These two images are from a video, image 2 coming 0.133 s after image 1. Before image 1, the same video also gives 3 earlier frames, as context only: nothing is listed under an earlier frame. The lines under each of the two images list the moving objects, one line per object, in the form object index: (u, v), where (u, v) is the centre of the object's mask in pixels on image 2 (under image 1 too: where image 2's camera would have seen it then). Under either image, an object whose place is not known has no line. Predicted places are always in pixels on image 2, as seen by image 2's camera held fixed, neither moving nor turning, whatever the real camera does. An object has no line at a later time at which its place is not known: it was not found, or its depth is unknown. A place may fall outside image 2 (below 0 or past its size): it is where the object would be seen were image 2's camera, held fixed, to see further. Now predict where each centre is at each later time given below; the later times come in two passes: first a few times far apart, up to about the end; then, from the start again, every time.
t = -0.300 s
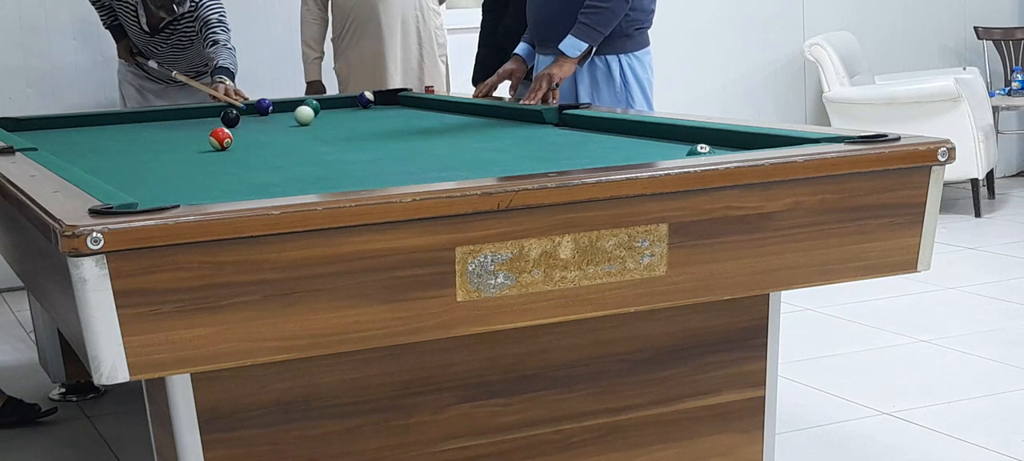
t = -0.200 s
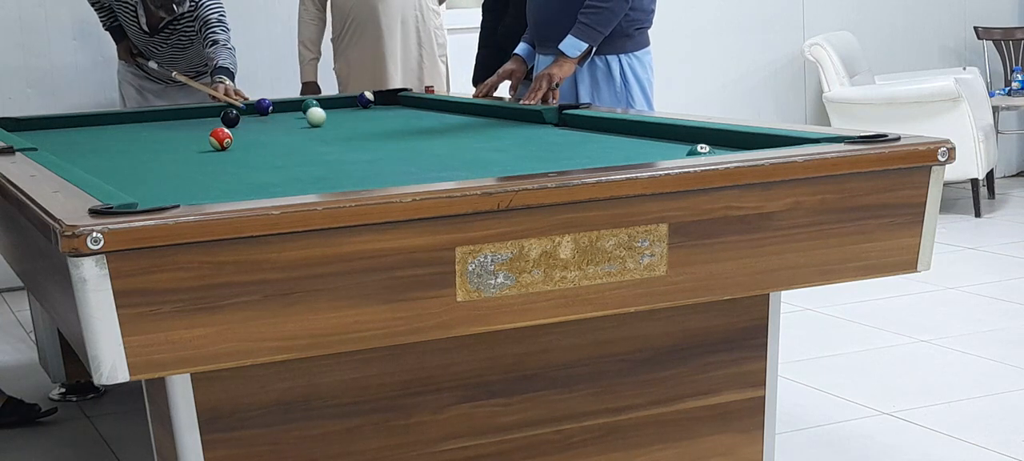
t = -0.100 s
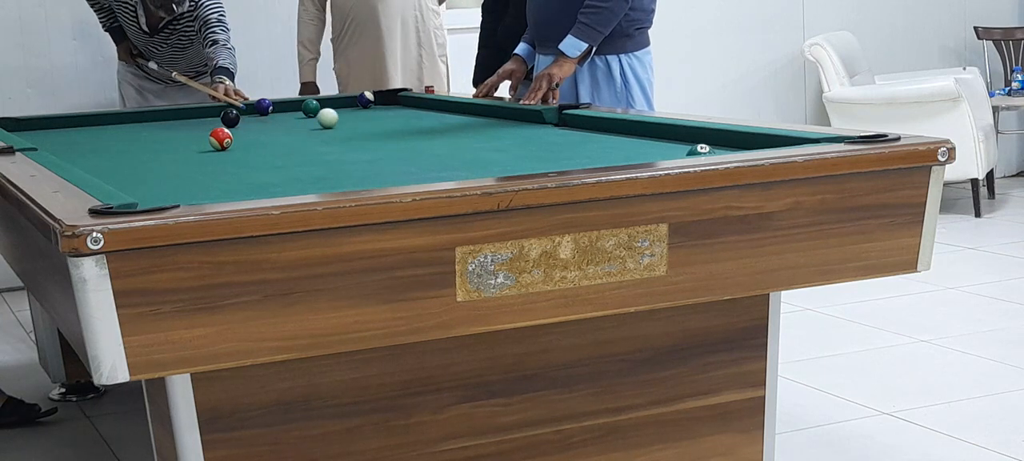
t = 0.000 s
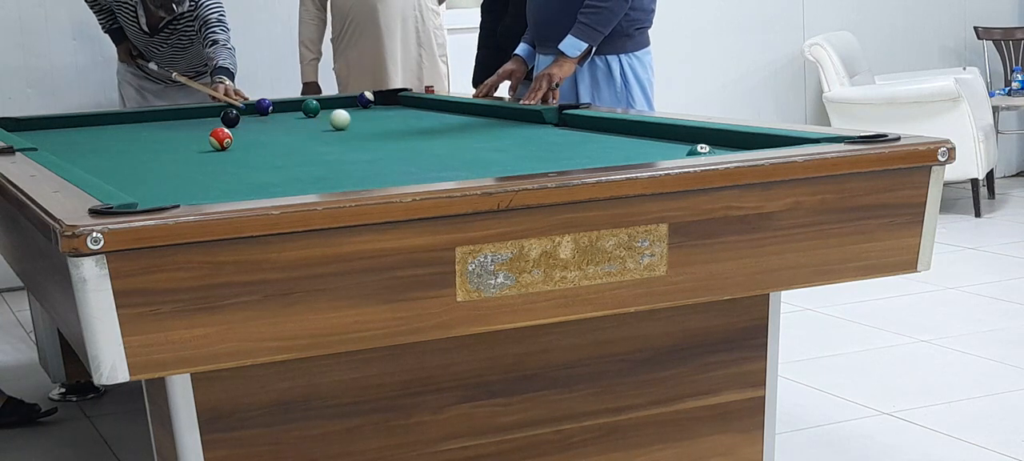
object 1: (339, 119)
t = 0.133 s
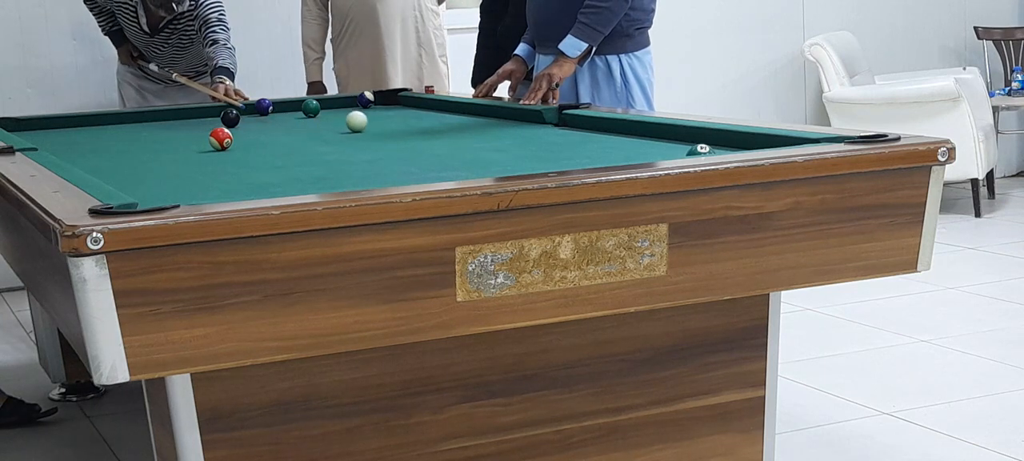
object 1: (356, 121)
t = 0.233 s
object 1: (369, 123)
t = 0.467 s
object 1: (400, 126)
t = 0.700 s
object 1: (433, 130)
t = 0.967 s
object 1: (471, 134)
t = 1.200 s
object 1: (507, 138)
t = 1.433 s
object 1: (544, 142)
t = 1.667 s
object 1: (583, 147)
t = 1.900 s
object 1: (625, 150)
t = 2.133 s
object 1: (669, 151)
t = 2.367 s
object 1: (681, 150)
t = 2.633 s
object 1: (677, 151)
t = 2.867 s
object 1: (675, 150)
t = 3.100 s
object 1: (674, 150)
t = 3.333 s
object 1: (673, 150)
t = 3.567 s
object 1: (673, 150)
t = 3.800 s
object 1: (674, 150)
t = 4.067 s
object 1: (673, 150)
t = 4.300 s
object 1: (673, 150)
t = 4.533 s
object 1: (673, 150)
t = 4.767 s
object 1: (673, 150)
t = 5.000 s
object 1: (673, 150)
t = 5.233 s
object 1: (673, 150)
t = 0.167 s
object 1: (360, 122)
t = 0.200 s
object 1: (365, 122)
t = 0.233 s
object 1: (369, 123)
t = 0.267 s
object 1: (373, 123)
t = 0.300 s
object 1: (377, 124)
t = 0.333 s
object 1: (382, 124)
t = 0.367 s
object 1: (386, 125)
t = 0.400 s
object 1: (391, 125)
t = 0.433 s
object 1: (395, 126)
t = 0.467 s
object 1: (400, 126)
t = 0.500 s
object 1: (405, 127)
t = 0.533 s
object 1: (409, 127)
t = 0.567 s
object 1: (413, 128)
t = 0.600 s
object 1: (418, 128)
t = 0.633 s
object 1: (423, 129)
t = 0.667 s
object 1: (427, 129)
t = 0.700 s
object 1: (433, 130)
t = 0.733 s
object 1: (437, 130)
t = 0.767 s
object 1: (442, 131)
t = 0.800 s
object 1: (447, 131)
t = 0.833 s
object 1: (451, 132)
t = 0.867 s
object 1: (456, 133)
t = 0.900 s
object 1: (461, 133)
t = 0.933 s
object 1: (466, 134)
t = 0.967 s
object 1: (471, 134)
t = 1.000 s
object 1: (476, 135)
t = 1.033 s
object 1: (481, 135)
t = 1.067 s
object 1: (486, 136)
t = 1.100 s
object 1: (491, 136)
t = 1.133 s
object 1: (496, 137)
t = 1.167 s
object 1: (502, 137)
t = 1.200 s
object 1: (507, 138)
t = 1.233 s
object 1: (512, 139)
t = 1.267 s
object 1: (517, 139)
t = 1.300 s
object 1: (523, 140)
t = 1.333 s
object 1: (528, 141)
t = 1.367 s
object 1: (533, 141)
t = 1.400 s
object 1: (539, 142)
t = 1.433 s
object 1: (544, 142)
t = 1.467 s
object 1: (549, 143)
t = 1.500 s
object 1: (555, 143)
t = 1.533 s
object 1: (561, 144)
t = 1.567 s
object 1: (566, 145)
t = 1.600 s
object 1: (572, 145)
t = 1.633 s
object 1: (578, 146)
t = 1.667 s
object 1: (583, 147)
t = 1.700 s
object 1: (589, 147)
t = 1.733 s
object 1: (595, 148)
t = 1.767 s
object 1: (601, 148)
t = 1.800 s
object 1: (607, 149)
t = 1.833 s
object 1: (613, 149)
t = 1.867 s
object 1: (619, 149)
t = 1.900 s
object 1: (625, 150)
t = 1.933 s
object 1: (631, 150)
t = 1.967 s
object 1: (637, 150)
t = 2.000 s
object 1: (644, 150)
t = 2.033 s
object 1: (650, 150)
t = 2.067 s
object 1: (656, 151)
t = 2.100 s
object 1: (662, 151)
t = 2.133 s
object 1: (669, 151)
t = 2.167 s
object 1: (674, 150)
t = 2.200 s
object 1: (679, 150)
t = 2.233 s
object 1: (681, 150)
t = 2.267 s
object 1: (682, 150)
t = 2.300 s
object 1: (681, 150)
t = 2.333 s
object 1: (681, 150)
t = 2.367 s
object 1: (681, 150)
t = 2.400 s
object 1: (681, 150)
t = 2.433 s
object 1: (680, 150)
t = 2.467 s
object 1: (680, 150)
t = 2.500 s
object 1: (679, 150)
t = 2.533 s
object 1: (679, 151)
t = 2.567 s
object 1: (679, 151)
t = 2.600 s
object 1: (679, 150)
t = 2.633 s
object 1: (677, 151)
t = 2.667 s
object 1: (677, 151)
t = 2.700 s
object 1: (676, 150)
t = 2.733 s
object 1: (676, 151)
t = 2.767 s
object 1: (676, 150)
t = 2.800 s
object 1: (675, 150)
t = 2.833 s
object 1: (675, 150)
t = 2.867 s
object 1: (675, 150)
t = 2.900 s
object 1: (674, 150)
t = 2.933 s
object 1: (674, 150)
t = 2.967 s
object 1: (674, 150)
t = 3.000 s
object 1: (674, 150)
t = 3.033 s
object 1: (674, 150)
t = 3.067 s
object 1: (674, 150)
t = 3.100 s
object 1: (674, 150)
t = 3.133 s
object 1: (673, 150)
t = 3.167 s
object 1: (674, 150)
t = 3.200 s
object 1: (673, 150)
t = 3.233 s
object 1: (673, 150)
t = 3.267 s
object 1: (674, 150)
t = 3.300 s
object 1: (674, 150)
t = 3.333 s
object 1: (673, 150)
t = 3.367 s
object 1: (673, 150)
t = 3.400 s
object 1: (673, 150)
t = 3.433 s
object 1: (673, 150)
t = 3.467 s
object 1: (673, 150)
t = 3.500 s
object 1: (673, 150)
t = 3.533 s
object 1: (673, 150)
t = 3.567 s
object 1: (673, 150)
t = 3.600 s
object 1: (674, 150)
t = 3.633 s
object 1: (673, 150)
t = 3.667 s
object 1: (673, 150)
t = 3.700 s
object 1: (674, 150)
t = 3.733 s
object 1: (674, 150)
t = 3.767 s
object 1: (674, 150)
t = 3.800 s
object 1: (674, 150)
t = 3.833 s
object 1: (674, 150)
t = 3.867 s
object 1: (673, 150)
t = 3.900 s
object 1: (673, 150)
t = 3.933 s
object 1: (673, 150)
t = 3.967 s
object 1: (674, 150)
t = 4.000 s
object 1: (673, 150)
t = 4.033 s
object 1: (674, 150)
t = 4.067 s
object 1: (673, 150)
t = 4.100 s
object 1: (673, 150)
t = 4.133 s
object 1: (673, 150)
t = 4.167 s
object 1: (673, 150)
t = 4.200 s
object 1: (673, 150)
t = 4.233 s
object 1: (674, 150)
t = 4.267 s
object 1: (673, 150)
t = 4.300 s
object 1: (673, 150)
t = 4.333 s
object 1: (673, 150)
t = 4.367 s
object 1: (673, 150)
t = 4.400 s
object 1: (673, 150)
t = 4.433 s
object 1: (673, 150)
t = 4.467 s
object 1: (673, 150)
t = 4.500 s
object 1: (673, 150)
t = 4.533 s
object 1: (673, 150)
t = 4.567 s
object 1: (673, 150)
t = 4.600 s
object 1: (673, 150)
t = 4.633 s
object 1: (673, 150)
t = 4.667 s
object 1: (673, 150)
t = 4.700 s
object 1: (673, 150)
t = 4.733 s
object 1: (673, 150)
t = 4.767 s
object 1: (673, 150)
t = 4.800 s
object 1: (673, 150)
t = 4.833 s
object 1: (673, 150)
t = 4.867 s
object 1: (673, 150)
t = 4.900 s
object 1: (673, 150)
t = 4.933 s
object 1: (673, 150)
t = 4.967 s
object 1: (673, 150)
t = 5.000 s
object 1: (673, 150)
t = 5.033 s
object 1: (673, 150)
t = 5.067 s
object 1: (673, 150)
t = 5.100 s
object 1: (673, 150)
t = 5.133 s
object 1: (673, 150)
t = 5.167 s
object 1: (673, 150)
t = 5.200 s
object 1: (673, 150)
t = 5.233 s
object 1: (673, 150)
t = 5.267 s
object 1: (673, 150)
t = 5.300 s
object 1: (673, 150)
